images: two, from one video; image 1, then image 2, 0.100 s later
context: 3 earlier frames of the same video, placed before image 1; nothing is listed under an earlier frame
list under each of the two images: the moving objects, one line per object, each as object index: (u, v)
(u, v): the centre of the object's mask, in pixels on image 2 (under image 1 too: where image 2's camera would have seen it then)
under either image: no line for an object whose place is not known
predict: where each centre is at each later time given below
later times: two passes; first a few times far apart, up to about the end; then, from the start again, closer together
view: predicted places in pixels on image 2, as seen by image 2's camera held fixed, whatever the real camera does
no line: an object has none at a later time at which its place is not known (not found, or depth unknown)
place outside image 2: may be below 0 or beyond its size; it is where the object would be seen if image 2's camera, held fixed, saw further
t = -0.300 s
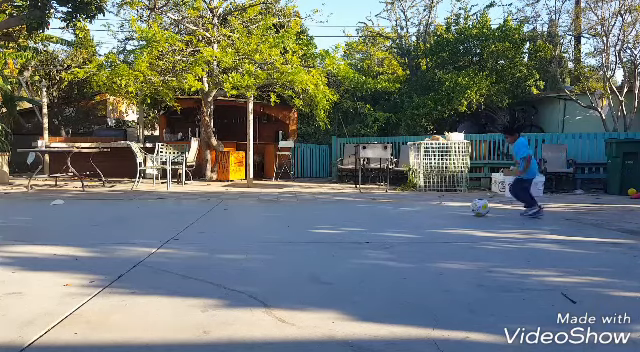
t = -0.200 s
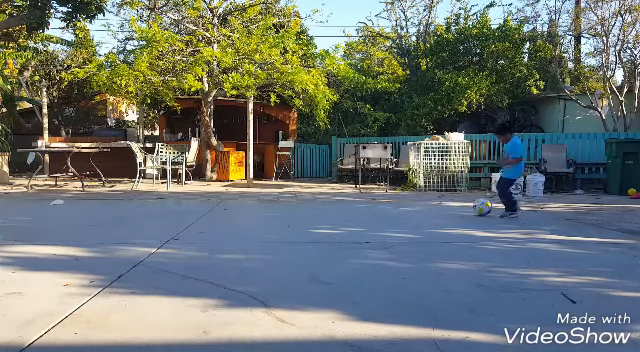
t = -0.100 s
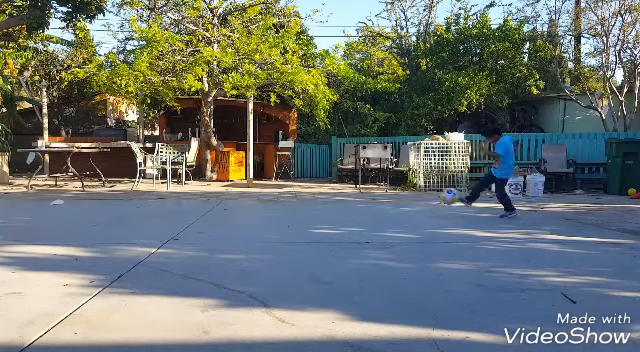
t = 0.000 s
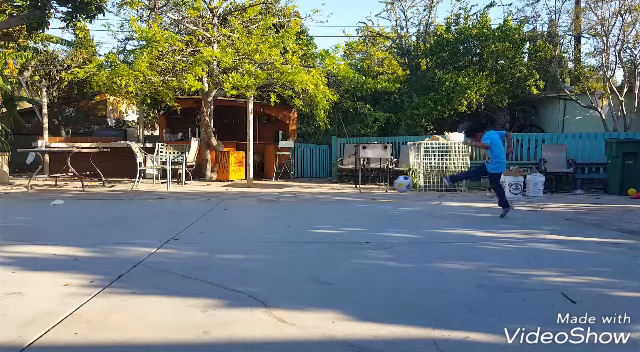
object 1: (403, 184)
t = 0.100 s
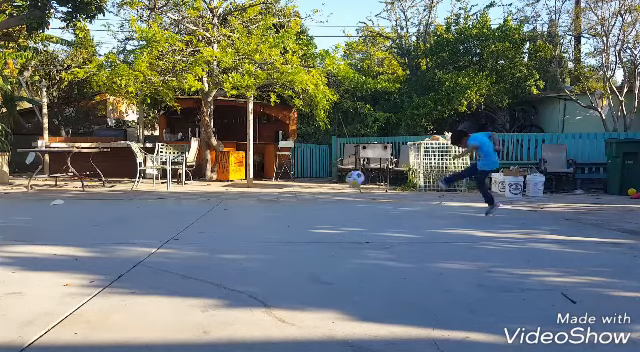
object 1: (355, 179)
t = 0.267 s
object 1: (275, 188)
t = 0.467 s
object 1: (194, 194)
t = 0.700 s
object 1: (120, 196)
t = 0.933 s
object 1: (54, 194)
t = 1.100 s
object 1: (9, 204)
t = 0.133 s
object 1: (339, 179)
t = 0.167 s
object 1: (323, 180)
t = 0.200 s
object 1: (307, 182)
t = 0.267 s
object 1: (275, 188)
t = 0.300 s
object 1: (260, 192)
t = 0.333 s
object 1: (242, 199)
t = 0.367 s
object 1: (226, 205)
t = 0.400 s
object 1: (215, 202)
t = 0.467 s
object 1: (194, 194)
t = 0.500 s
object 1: (184, 192)
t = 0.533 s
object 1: (173, 191)
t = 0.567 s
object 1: (163, 190)
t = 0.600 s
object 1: (153, 190)
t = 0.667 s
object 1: (131, 192)
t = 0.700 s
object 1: (120, 196)
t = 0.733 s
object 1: (109, 200)
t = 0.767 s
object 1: (98, 205)
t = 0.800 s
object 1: (89, 206)
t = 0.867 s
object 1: (71, 198)
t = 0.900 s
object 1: (62, 196)
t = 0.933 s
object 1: (54, 194)
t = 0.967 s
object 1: (43, 194)
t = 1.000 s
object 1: (35, 195)
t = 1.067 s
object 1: (16, 200)
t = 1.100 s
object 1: (9, 204)
